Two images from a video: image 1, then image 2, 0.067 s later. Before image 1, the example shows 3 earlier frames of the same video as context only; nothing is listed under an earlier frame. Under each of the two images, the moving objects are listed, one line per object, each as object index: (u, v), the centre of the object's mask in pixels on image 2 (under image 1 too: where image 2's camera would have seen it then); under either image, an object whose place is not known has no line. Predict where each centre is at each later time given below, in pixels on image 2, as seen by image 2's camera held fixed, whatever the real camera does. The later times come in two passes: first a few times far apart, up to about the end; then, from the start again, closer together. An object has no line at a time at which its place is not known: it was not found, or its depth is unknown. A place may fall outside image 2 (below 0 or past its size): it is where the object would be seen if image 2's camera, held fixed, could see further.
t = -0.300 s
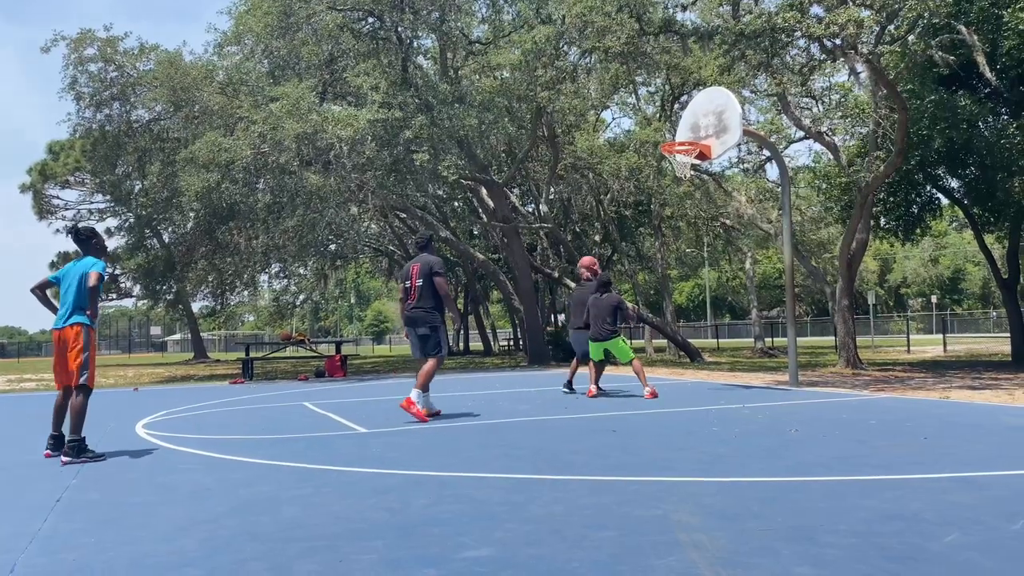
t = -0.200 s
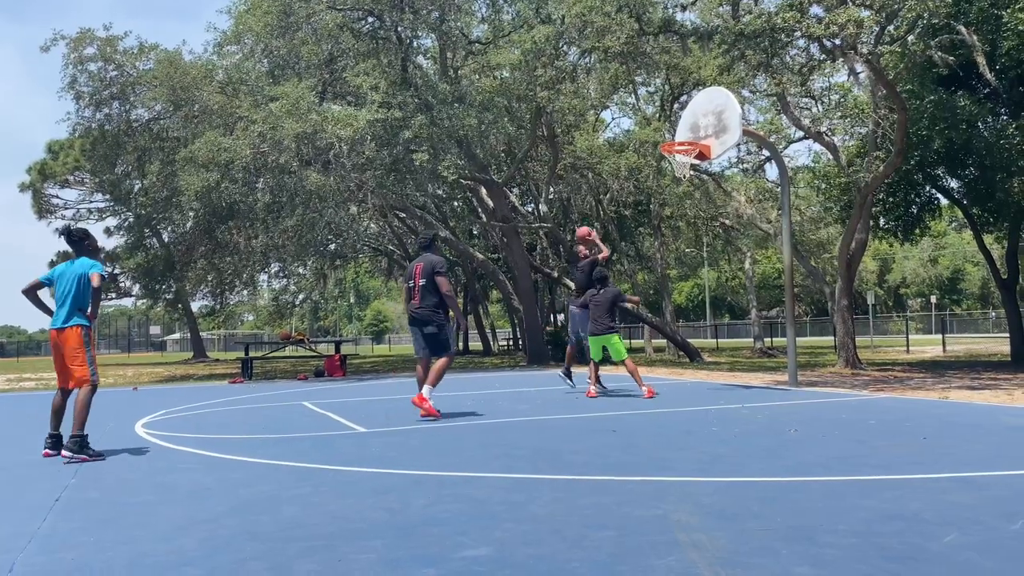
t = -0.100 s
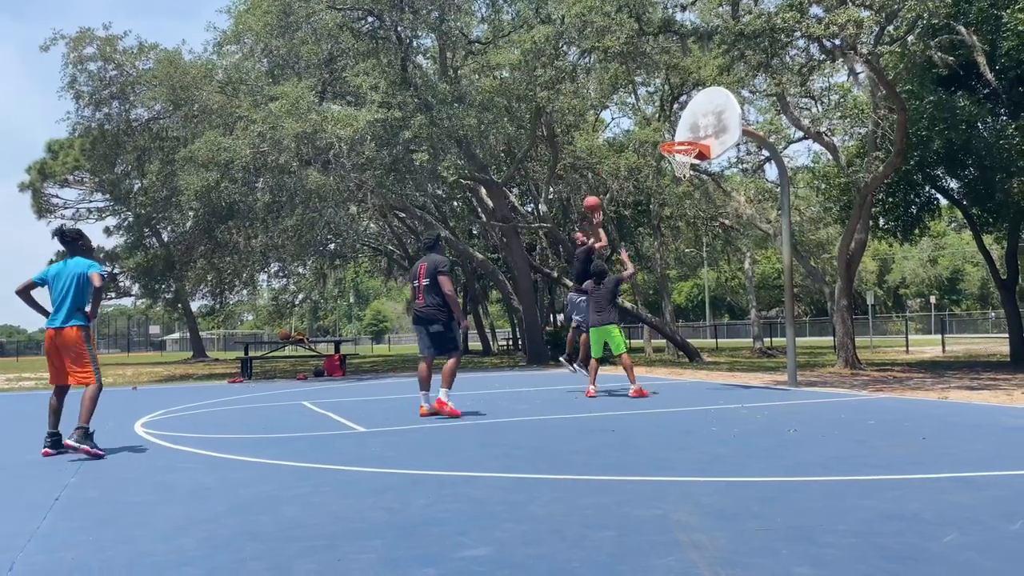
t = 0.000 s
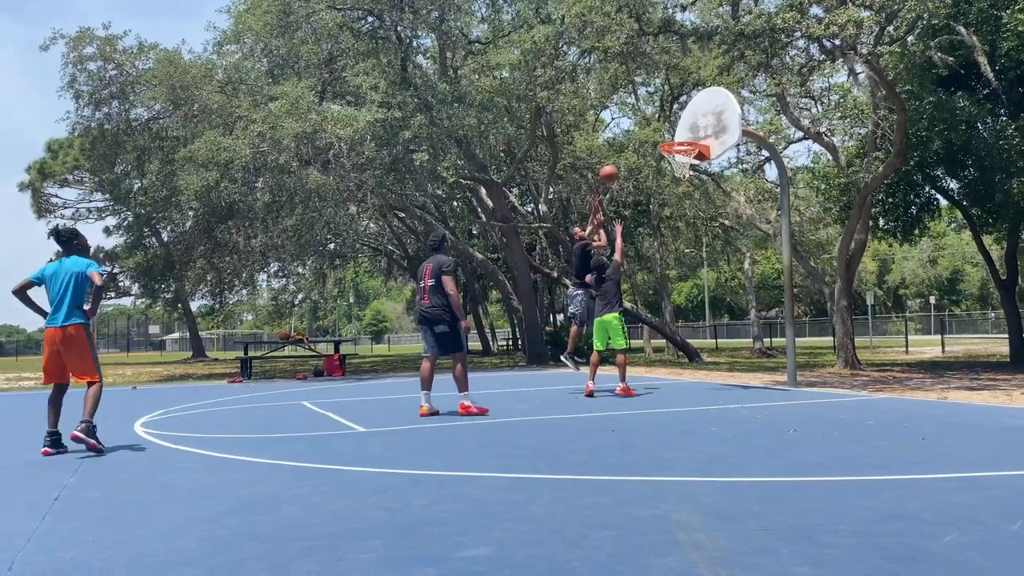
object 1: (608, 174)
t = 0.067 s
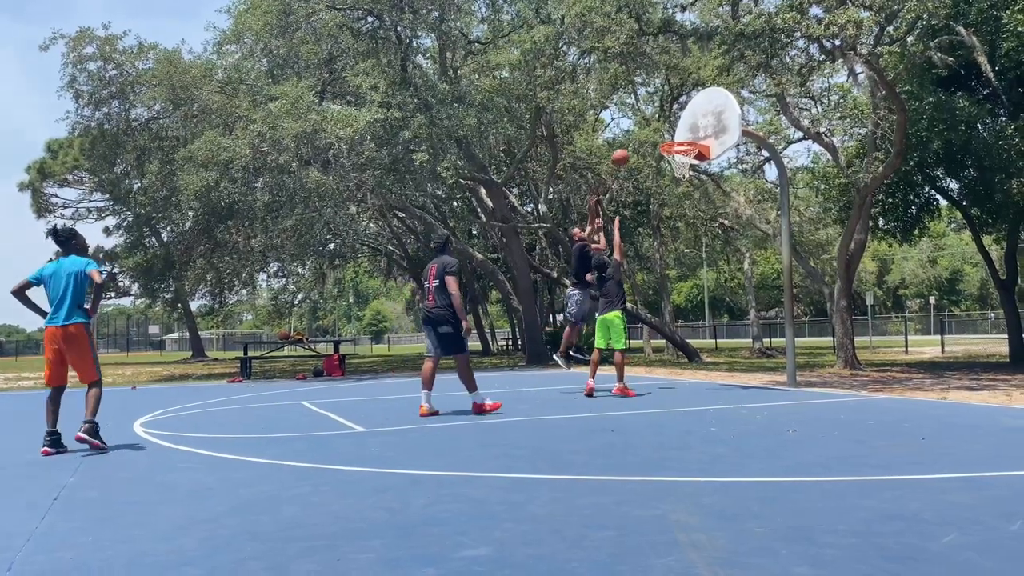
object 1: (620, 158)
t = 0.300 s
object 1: (662, 126)
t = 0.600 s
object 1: (676, 136)
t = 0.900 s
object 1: (685, 168)
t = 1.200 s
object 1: (705, 225)
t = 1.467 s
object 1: (725, 336)
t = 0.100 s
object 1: (626, 151)
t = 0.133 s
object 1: (632, 144)
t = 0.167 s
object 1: (638, 140)
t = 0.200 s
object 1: (643, 134)
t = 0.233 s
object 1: (649, 131)
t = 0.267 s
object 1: (655, 128)
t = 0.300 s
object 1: (662, 126)
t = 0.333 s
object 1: (664, 126)
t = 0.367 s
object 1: (670, 124)
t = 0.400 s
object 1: (677, 125)
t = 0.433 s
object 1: (683, 126)
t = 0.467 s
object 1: (689, 128)
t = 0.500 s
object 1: (685, 129)
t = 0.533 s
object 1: (682, 131)
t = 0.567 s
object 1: (679, 134)
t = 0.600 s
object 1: (676, 136)
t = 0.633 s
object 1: (673, 138)
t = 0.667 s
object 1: (669, 154)
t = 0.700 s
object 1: (671, 156)
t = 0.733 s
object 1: (672, 157)
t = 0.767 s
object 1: (674, 160)
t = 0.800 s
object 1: (680, 168)
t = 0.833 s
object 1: (681, 167)
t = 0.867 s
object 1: (683, 167)
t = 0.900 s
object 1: (685, 168)
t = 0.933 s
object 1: (687, 170)
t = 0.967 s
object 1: (689, 172)
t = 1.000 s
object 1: (692, 179)
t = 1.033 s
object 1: (695, 184)
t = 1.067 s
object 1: (697, 190)
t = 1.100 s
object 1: (699, 198)
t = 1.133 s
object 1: (701, 206)
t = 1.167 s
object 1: (703, 216)
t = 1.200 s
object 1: (705, 225)
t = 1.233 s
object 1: (708, 237)
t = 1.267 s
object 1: (710, 247)
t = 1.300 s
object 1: (712, 261)
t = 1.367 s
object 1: (718, 288)
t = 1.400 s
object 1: (720, 304)
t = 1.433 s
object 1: (722, 319)
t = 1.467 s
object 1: (725, 336)
